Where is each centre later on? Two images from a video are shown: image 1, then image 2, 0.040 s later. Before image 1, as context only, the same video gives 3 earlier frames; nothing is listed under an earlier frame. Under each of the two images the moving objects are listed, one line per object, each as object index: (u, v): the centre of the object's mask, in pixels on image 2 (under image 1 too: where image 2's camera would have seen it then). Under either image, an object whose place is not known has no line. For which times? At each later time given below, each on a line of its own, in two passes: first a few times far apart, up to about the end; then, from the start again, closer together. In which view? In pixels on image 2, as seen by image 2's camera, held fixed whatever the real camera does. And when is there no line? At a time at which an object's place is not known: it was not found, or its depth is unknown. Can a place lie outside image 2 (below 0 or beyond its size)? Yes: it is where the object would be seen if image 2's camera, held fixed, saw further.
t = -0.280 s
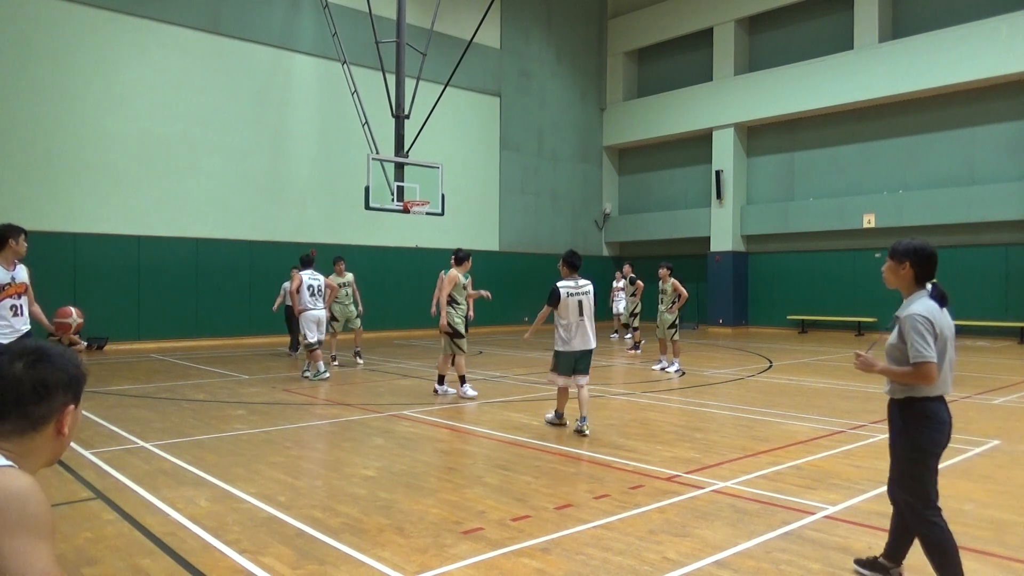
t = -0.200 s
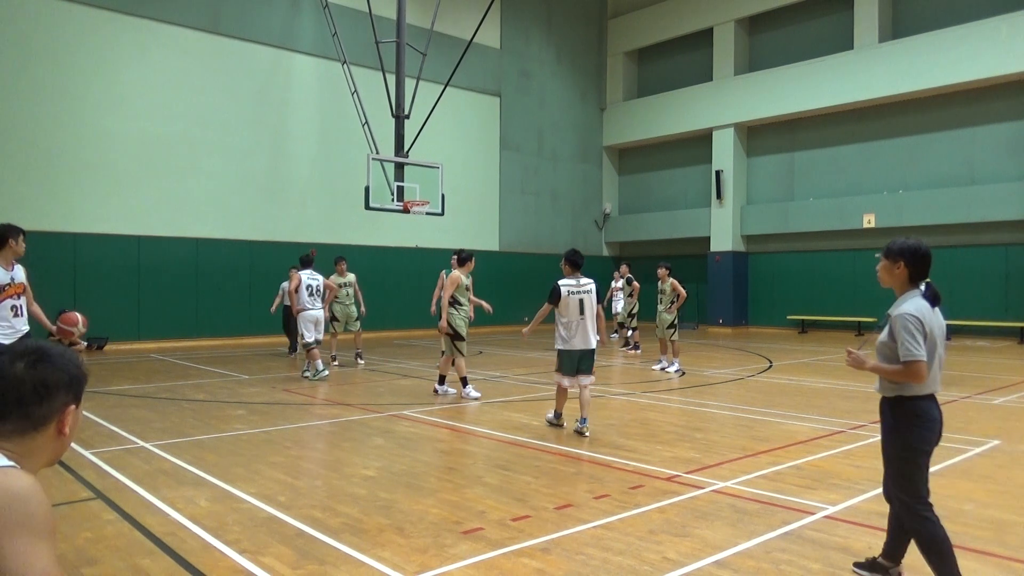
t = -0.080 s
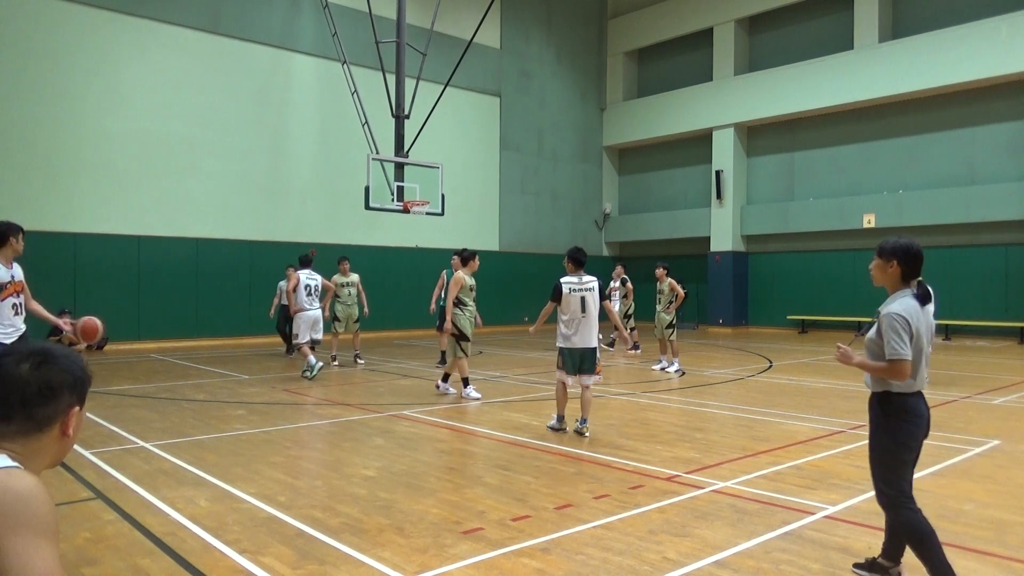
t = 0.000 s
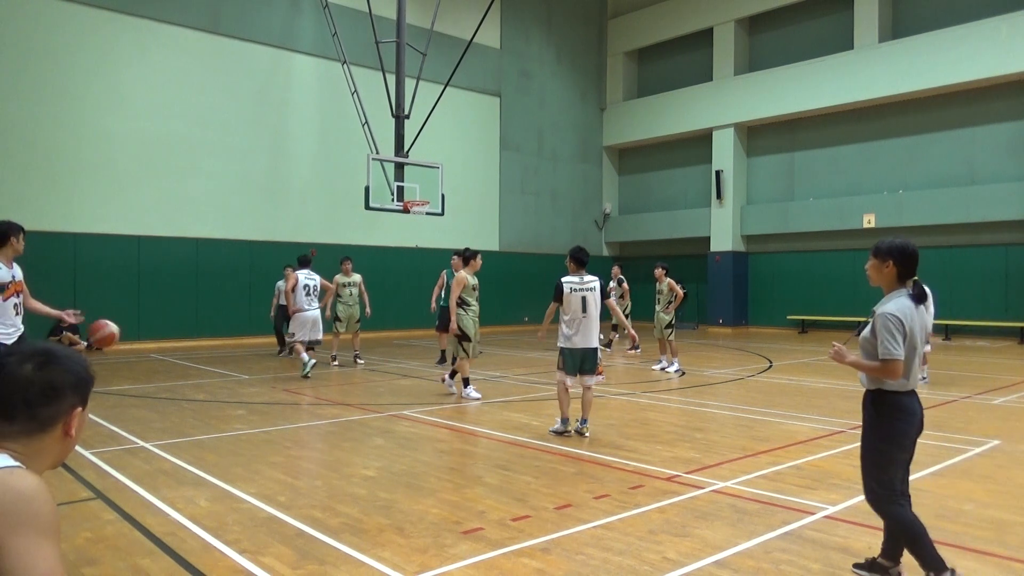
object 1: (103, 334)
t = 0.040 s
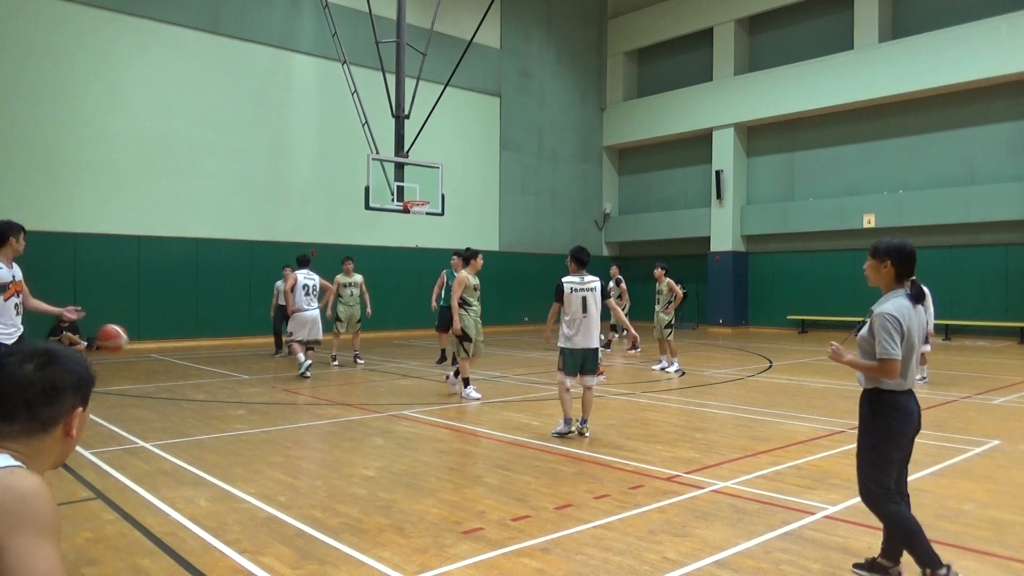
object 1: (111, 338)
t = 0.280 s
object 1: (163, 410)
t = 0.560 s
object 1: (225, 387)
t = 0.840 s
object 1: (291, 399)
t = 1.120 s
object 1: (364, 437)
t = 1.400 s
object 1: (445, 439)
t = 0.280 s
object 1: (163, 410)
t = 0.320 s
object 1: (172, 430)
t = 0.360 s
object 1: (182, 437)
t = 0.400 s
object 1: (190, 423)
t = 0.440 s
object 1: (199, 411)
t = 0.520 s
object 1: (217, 393)
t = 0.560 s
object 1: (225, 387)
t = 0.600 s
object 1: (234, 382)
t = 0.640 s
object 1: (242, 379)
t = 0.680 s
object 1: (251, 380)
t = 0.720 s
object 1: (262, 381)
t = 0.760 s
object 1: (270, 385)
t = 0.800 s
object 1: (281, 391)
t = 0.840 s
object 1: (291, 399)
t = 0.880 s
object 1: (300, 410)
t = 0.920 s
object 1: (310, 424)
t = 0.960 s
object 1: (321, 440)
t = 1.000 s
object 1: (331, 458)
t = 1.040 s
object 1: (342, 456)
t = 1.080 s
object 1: (353, 445)
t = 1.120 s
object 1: (364, 437)
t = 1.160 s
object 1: (375, 430)
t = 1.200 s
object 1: (386, 426)
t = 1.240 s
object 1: (398, 424)
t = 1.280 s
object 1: (409, 425)
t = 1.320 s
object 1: (420, 428)
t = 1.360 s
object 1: (433, 432)
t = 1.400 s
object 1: (445, 439)
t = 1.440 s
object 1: (458, 449)
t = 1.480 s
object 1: (470, 462)
